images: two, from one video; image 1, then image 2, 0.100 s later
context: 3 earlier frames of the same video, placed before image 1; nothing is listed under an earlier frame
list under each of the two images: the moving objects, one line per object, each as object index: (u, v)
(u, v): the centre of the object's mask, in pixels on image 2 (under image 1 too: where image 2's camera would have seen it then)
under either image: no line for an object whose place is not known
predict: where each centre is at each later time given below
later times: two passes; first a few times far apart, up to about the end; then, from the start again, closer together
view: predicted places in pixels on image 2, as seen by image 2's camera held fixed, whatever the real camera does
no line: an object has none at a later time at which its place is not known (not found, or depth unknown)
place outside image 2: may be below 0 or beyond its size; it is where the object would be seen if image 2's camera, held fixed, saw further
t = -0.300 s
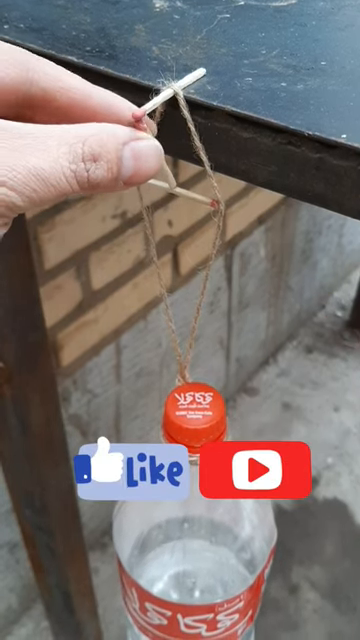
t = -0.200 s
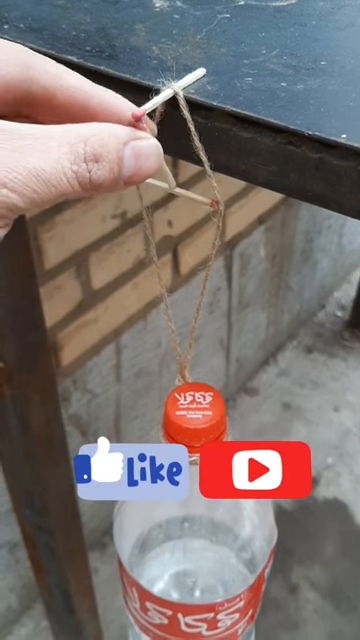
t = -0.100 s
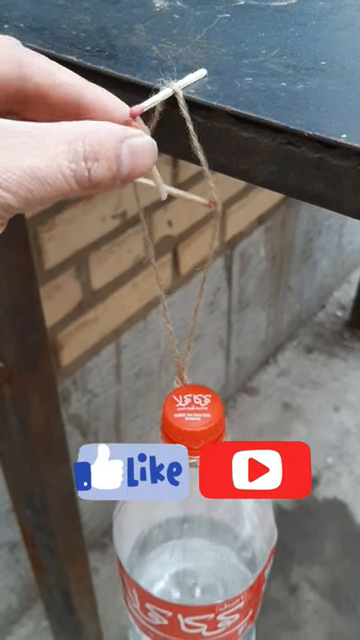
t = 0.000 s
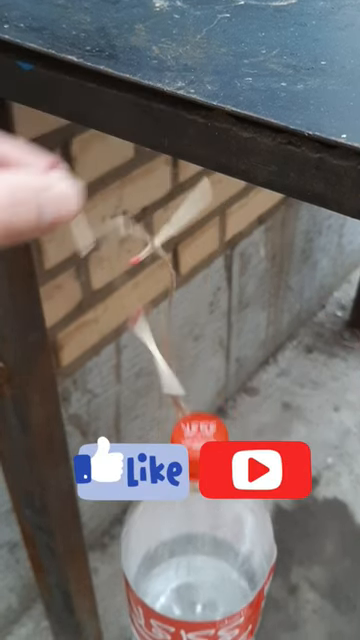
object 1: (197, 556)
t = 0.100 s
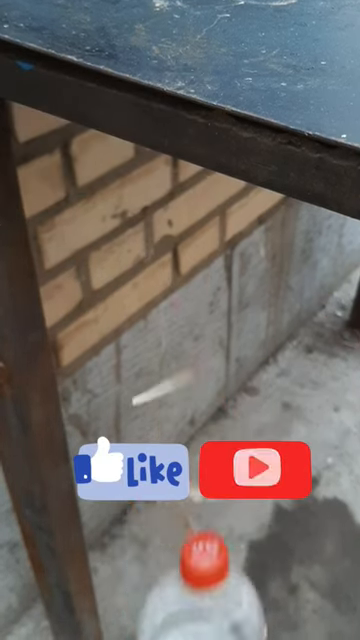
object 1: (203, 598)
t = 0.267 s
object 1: (188, 613)
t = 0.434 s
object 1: (143, 580)
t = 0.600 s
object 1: (172, 598)
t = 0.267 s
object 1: (188, 613)
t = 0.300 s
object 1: (170, 600)
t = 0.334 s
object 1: (154, 592)
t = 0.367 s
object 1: (149, 584)
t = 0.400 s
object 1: (146, 581)
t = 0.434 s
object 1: (143, 580)
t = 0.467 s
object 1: (141, 581)
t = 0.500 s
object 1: (139, 586)
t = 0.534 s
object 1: (141, 594)
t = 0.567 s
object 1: (148, 602)
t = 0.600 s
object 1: (172, 598)
